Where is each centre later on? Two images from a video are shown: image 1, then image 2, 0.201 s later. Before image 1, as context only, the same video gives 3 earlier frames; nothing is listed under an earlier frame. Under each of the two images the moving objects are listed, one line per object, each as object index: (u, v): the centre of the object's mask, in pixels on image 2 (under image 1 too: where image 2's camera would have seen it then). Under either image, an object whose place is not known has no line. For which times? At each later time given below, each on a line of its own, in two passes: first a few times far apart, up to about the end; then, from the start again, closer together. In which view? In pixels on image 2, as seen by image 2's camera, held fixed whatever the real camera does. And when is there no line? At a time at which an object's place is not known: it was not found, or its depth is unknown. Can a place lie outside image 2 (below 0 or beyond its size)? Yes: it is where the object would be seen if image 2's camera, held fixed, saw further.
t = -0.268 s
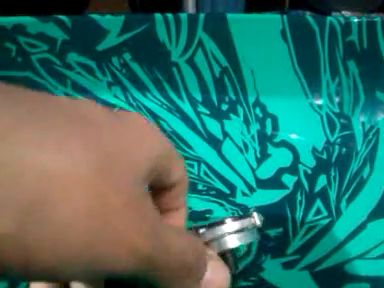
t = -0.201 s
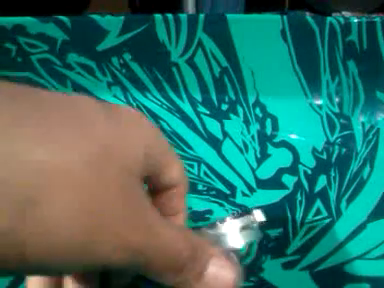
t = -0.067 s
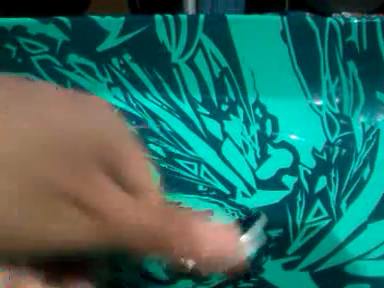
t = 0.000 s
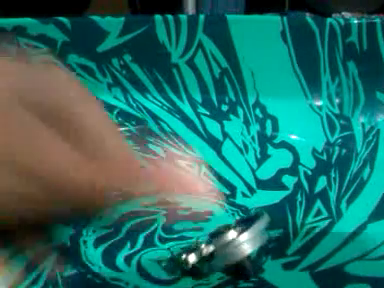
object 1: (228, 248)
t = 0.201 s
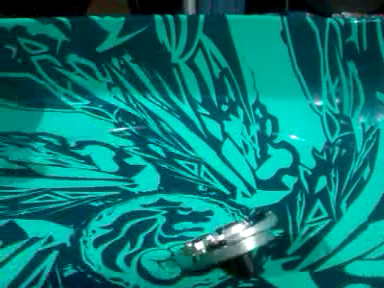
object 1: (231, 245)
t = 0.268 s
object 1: (232, 245)
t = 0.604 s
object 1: (226, 249)
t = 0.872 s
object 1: (227, 249)
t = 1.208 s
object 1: (229, 247)
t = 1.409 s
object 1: (232, 245)
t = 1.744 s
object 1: (228, 248)
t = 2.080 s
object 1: (229, 247)
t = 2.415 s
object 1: (232, 245)
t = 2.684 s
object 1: (227, 249)
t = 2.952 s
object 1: (230, 246)
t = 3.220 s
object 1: (232, 245)
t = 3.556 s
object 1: (227, 249)
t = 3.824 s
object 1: (229, 247)
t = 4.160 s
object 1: (231, 246)
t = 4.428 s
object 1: (227, 248)
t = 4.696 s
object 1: (230, 246)
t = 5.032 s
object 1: (230, 246)
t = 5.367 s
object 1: (228, 248)
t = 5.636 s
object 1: (231, 245)
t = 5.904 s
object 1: (230, 246)
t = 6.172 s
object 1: (228, 247)
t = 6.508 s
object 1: (232, 245)
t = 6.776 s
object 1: (231, 246)
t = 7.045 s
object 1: (227, 248)
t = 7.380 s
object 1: (231, 246)
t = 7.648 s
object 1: (230, 247)
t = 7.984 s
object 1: (230, 244)
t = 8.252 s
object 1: (231, 246)
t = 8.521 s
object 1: (229, 248)
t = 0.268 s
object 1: (232, 245)
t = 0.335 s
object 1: (231, 245)
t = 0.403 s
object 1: (231, 246)
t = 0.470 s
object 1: (229, 247)
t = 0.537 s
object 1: (228, 248)
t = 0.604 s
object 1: (226, 249)
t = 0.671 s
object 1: (226, 249)
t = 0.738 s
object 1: (226, 250)
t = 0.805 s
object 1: (226, 249)
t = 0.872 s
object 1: (227, 249)
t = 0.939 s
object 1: (226, 249)
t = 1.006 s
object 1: (227, 249)
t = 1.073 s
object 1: (227, 249)
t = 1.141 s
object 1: (228, 248)
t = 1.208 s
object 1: (229, 247)
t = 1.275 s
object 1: (231, 246)
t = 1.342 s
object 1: (232, 245)
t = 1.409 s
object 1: (232, 245)
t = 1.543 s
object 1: (231, 245)
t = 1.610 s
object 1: (231, 246)
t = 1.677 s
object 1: (229, 247)
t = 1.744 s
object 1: (228, 248)
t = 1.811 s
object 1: (227, 249)
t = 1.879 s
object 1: (227, 249)
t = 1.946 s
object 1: (227, 249)
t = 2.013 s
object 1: (228, 248)
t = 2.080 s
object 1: (229, 247)
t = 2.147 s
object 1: (230, 246)
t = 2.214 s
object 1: (232, 245)
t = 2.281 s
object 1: (232, 245)
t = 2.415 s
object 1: (232, 245)
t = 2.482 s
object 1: (231, 246)
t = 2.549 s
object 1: (229, 247)
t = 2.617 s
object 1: (228, 248)
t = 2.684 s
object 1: (227, 249)
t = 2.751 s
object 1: (227, 249)
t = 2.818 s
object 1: (227, 249)
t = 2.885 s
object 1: (229, 248)
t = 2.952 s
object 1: (230, 246)
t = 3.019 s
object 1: (230, 246)
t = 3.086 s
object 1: (231, 245)
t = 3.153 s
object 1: (232, 245)
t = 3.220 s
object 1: (232, 245)
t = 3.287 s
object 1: (231, 246)
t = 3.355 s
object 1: (230, 247)
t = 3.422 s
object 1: (228, 247)
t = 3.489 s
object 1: (227, 248)
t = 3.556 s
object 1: (227, 249)
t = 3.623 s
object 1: (227, 248)
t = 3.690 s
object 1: (227, 248)
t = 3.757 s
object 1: (228, 248)
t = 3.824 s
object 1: (229, 247)
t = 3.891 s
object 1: (230, 246)
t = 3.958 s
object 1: (231, 245)
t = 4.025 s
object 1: (231, 245)
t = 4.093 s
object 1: (231, 245)
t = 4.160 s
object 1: (231, 246)
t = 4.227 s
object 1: (230, 246)
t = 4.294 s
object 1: (229, 247)
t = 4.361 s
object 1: (227, 248)
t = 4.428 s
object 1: (227, 248)
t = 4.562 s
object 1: (228, 248)
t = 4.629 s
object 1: (229, 247)
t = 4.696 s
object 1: (230, 246)
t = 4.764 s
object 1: (231, 245)
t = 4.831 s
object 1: (232, 245)
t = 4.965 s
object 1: (231, 245)
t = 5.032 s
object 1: (230, 246)
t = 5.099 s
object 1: (230, 246)
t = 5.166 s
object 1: (228, 248)
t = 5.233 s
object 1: (227, 248)
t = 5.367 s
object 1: (228, 248)
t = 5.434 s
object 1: (229, 247)
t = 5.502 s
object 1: (230, 246)
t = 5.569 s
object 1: (231, 246)
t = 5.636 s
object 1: (231, 245)
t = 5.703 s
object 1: (232, 245)
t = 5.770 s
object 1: (231, 245)
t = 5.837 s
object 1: (231, 246)
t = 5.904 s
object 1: (230, 246)
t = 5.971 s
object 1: (229, 247)
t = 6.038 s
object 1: (228, 247)
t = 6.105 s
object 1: (228, 248)
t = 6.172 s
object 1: (228, 247)
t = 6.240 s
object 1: (229, 247)
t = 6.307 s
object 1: (230, 246)
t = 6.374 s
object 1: (231, 246)
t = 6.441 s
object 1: (231, 245)
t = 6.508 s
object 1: (232, 245)
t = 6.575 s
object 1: (232, 245)
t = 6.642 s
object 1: (231, 246)
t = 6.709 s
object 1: (231, 246)
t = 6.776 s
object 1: (231, 246)
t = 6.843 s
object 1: (230, 246)
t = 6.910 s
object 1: (229, 247)
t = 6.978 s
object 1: (228, 247)
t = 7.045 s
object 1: (227, 248)
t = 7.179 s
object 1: (229, 247)
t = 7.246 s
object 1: (229, 247)
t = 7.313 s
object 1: (230, 246)
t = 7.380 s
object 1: (231, 246)
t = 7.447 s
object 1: (231, 245)
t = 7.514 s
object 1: (231, 246)
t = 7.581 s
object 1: (231, 246)
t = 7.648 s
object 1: (230, 247)
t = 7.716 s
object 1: (229, 248)
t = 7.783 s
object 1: (228, 248)
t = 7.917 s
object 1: (228, 243)
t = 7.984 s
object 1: (230, 244)
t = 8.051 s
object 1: (230, 247)
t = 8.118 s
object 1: (231, 246)
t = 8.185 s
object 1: (231, 246)
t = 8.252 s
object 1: (231, 246)
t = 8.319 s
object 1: (230, 247)
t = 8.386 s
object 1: (230, 247)
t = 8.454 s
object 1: (229, 248)
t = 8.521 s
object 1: (229, 248)
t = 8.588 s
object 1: (229, 248)
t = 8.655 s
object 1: (229, 248)
